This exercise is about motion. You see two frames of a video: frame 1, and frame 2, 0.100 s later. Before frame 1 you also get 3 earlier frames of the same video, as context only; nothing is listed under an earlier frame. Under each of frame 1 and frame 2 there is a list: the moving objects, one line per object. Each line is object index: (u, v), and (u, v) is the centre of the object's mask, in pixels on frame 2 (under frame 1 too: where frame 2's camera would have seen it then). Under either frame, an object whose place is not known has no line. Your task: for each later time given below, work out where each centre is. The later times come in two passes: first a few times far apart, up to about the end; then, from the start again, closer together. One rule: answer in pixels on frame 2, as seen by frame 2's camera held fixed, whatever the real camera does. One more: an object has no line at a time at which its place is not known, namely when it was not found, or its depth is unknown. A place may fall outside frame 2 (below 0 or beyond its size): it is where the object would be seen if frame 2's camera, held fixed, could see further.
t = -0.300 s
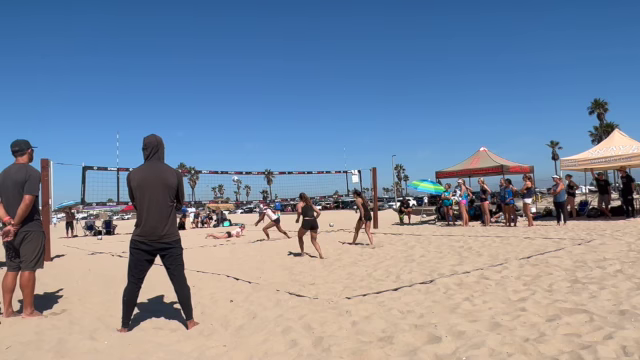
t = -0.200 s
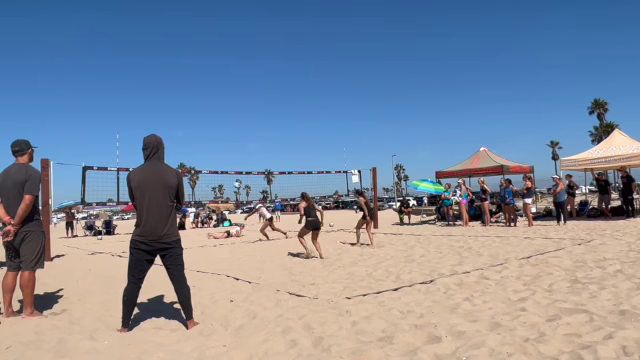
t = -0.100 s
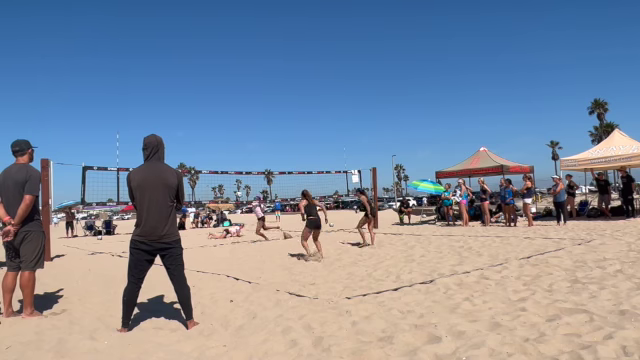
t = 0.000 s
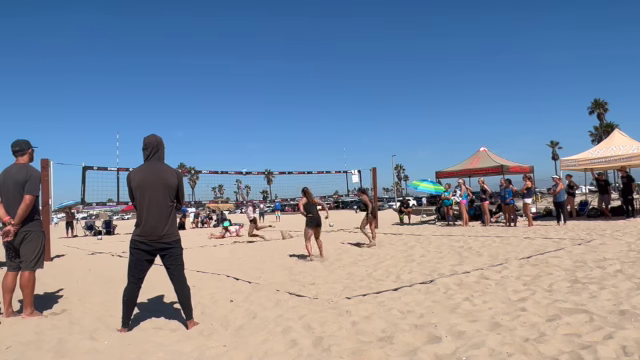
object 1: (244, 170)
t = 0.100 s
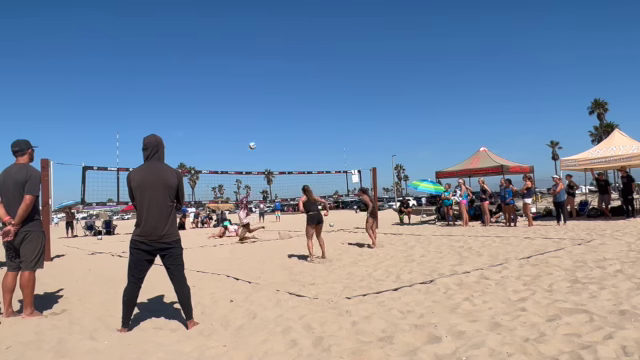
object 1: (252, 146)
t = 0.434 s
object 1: (283, 75)
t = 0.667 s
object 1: (310, 44)
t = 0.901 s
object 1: (341, 32)
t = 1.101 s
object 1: (372, 37)
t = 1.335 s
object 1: (414, 65)
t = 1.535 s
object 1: (456, 112)
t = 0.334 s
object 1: (273, 93)
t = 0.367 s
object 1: (276, 87)
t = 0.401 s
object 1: (280, 81)
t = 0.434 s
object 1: (283, 75)
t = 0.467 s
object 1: (287, 70)
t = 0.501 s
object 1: (290, 64)
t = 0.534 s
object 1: (294, 60)
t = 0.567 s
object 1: (298, 56)
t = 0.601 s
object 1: (301, 52)
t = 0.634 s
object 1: (305, 48)
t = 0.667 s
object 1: (310, 44)
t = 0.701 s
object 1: (313, 42)
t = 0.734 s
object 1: (318, 39)
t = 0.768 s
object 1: (322, 36)
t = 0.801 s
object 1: (327, 35)
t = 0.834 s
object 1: (331, 34)
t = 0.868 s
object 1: (336, 32)
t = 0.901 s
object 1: (341, 32)
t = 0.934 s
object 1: (346, 31)
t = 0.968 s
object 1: (351, 31)
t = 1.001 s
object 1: (356, 32)
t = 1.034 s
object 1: (361, 33)
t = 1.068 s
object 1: (366, 35)
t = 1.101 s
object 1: (372, 37)
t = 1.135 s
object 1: (377, 39)
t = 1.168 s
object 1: (383, 42)
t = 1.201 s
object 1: (389, 45)
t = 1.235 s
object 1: (395, 50)
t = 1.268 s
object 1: (401, 54)
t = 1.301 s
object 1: (407, 59)
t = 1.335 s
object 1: (414, 65)
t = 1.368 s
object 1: (420, 71)
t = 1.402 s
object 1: (427, 78)
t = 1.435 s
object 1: (434, 85)
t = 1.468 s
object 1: (441, 93)
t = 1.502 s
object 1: (448, 102)
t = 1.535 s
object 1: (456, 112)
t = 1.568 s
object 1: (463, 122)
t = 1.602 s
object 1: (471, 133)
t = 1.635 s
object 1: (479, 144)
